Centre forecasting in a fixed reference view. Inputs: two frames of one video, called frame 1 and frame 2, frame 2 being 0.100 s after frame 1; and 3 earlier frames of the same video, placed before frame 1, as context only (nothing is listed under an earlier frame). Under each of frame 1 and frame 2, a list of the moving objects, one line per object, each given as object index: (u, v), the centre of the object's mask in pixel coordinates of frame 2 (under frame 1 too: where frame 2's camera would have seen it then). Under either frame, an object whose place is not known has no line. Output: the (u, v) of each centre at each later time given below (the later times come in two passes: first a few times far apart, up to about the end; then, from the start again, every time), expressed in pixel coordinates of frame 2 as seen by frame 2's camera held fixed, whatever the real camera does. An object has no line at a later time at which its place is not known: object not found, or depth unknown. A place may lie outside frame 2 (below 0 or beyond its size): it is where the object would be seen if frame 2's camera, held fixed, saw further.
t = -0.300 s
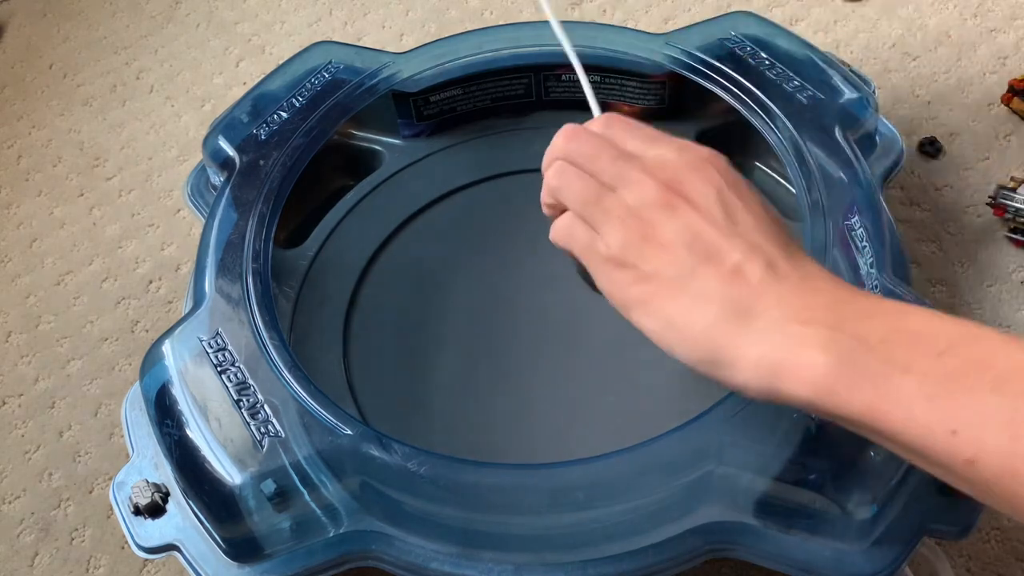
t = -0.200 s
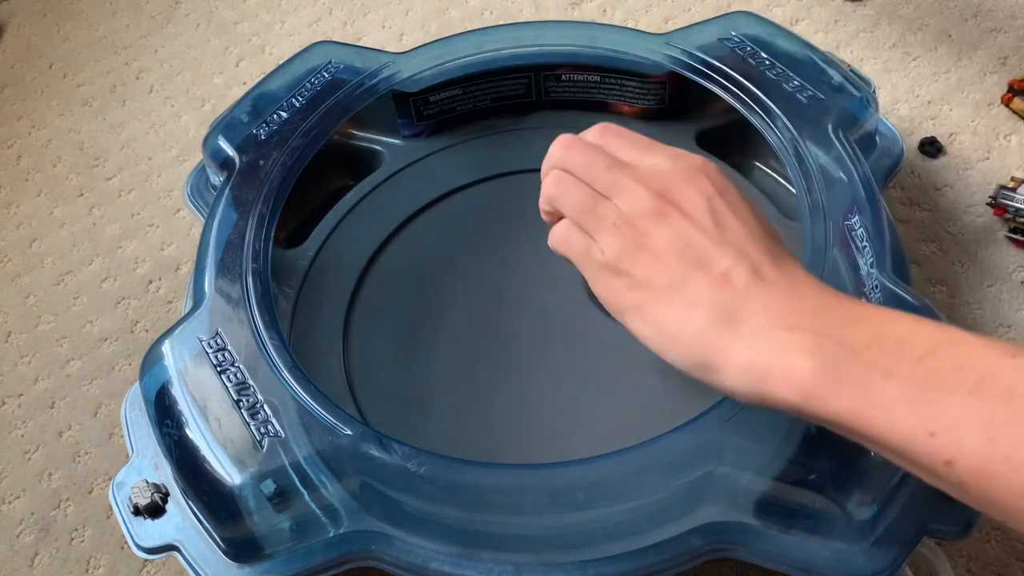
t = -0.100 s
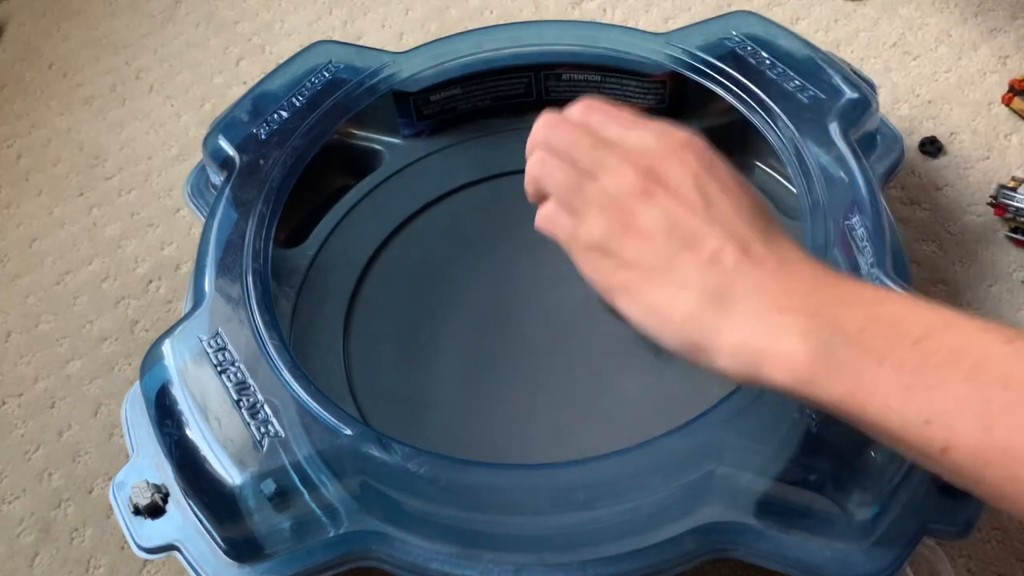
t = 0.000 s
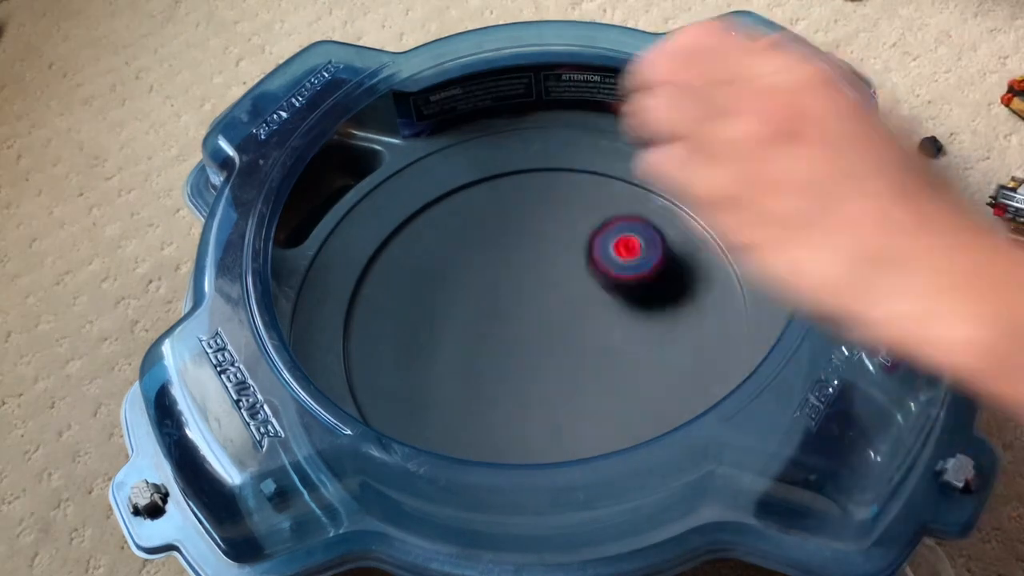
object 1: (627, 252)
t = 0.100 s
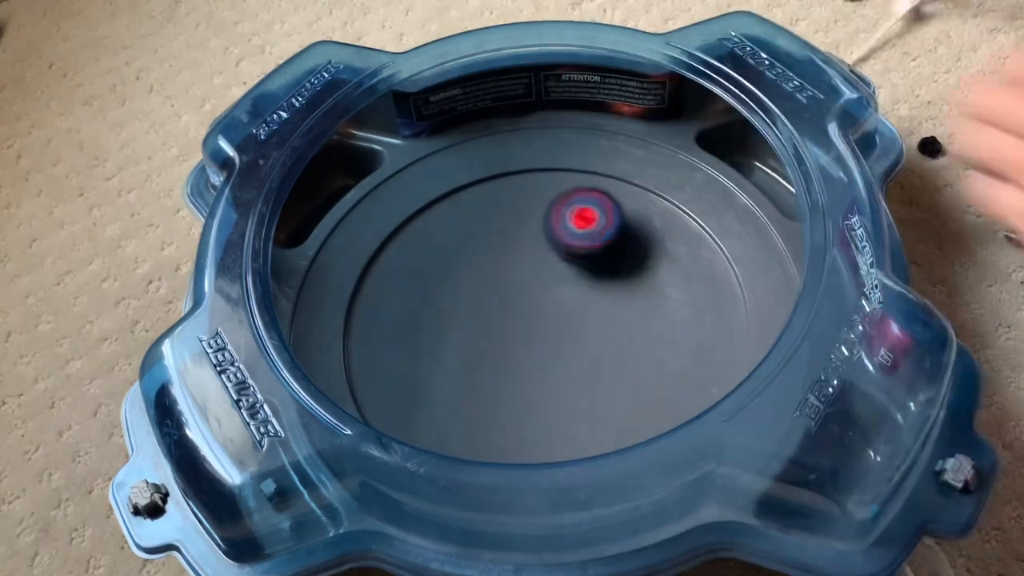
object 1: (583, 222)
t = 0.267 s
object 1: (484, 254)
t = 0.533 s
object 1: (565, 406)
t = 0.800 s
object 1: (682, 260)
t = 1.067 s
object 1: (424, 254)
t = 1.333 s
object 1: (505, 464)
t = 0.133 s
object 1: (564, 219)
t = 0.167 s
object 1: (542, 221)
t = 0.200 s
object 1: (522, 227)
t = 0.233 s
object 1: (501, 239)
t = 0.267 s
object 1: (484, 254)
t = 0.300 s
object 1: (471, 274)
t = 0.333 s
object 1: (465, 297)
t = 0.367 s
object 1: (464, 321)
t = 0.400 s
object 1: (470, 346)
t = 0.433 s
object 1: (484, 368)
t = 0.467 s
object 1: (505, 387)
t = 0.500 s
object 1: (532, 399)
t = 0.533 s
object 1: (565, 406)
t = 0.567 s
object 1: (598, 406)
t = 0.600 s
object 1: (630, 396)
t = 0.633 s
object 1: (660, 378)
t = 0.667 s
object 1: (682, 356)
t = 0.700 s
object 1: (694, 333)
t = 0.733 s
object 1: (697, 308)
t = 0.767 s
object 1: (694, 282)
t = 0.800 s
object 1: (682, 260)
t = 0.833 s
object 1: (664, 242)
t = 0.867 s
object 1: (636, 224)
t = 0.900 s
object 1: (604, 211)
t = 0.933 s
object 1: (569, 205)
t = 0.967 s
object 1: (529, 207)
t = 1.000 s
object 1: (493, 217)
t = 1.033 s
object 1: (458, 232)
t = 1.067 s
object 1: (424, 254)
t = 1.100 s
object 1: (397, 282)
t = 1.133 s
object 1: (377, 314)
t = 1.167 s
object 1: (367, 348)
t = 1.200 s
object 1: (368, 383)
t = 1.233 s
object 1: (399, 408)
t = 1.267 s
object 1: (433, 427)
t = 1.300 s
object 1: (465, 457)
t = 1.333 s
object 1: (505, 464)
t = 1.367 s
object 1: (544, 469)
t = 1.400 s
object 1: (584, 462)
